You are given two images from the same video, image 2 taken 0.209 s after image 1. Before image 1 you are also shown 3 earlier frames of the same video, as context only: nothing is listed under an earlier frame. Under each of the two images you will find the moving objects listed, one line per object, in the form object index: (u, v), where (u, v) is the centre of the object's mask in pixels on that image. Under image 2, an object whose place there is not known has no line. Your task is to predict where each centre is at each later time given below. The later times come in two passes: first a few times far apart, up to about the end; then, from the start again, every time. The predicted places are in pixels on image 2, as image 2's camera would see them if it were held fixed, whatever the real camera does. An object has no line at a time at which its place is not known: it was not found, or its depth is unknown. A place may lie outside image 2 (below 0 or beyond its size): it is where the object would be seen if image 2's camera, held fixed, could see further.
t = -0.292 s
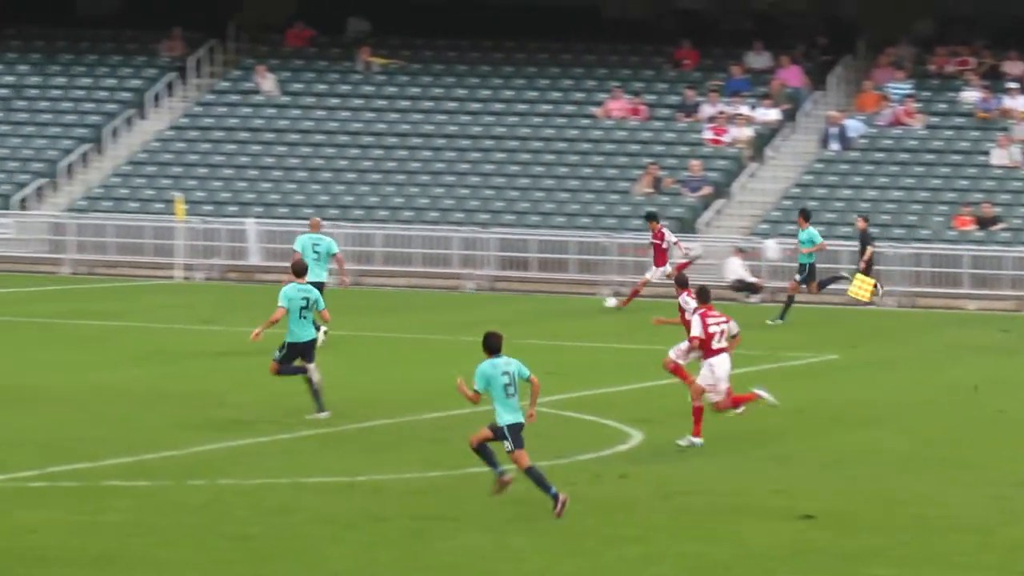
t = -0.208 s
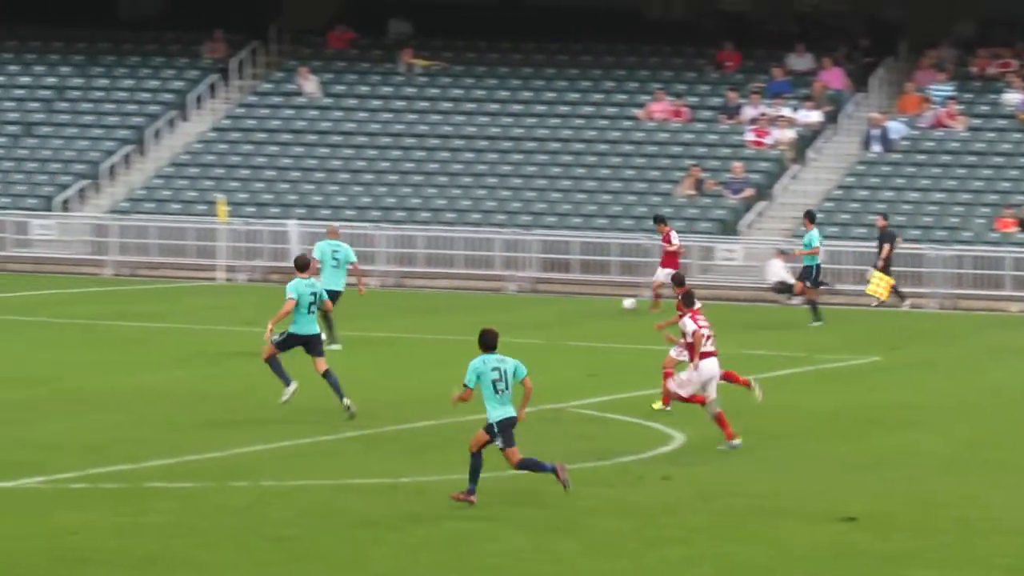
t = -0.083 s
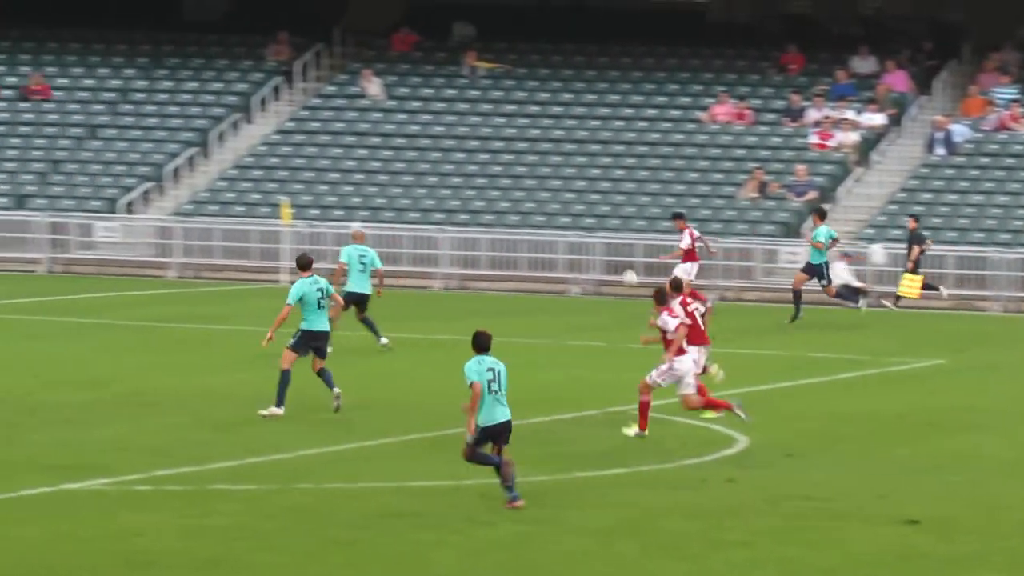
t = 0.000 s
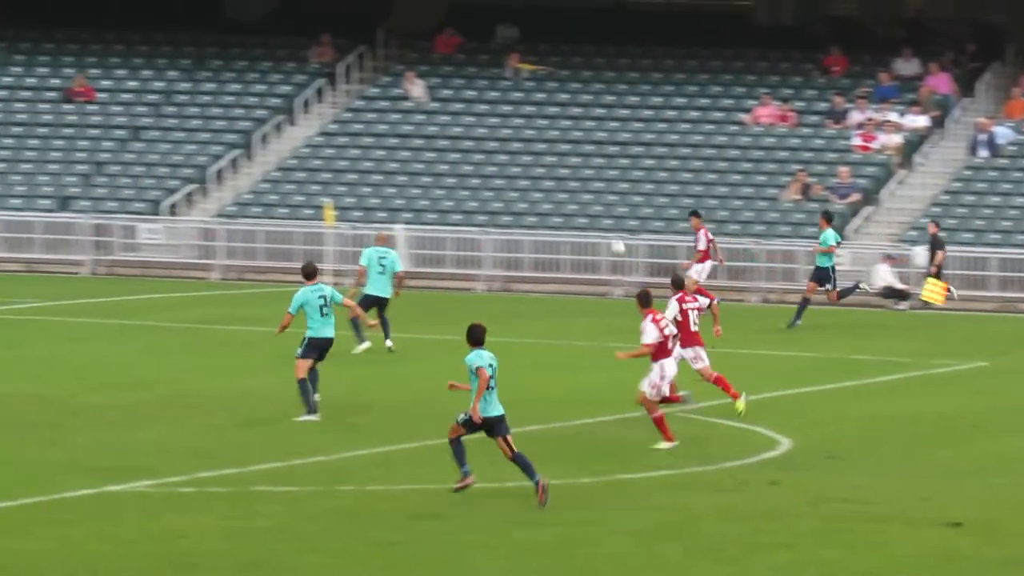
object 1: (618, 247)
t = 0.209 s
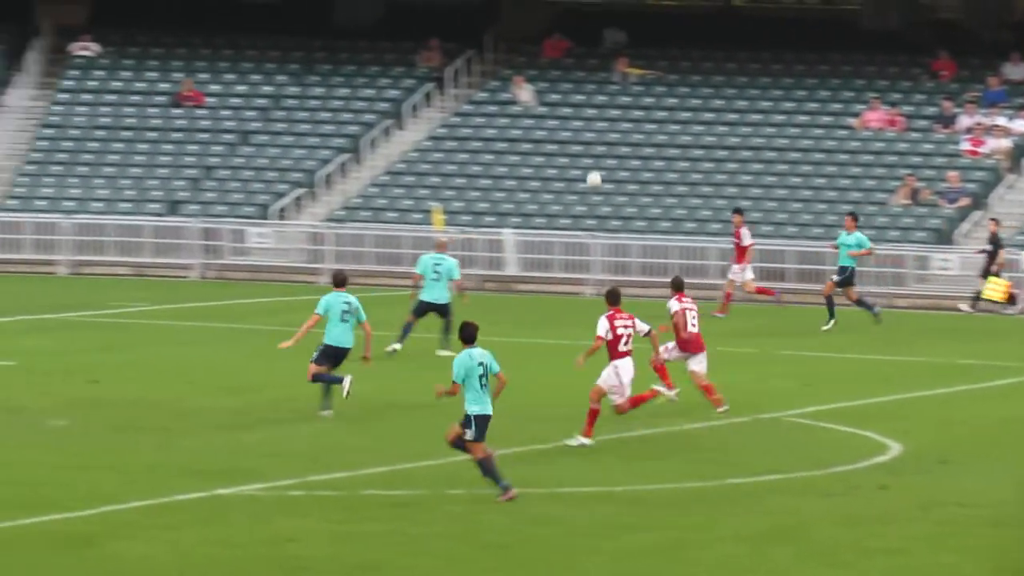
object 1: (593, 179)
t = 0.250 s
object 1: (570, 167)
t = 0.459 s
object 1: (450, 112)
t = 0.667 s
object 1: (330, 77)
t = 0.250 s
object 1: (570, 167)
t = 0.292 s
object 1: (546, 155)
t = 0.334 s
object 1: (522, 143)
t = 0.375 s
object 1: (498, 133)
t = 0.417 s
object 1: (474, 122)
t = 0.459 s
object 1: (450, 112)
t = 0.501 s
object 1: (426, 104)
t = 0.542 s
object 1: (402, 97)
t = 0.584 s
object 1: (378, 89)
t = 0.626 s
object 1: (354, 82)
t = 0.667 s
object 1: (330, 77)
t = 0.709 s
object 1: (306, 73)
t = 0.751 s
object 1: (282, 68)
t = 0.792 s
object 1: (258, 66)
